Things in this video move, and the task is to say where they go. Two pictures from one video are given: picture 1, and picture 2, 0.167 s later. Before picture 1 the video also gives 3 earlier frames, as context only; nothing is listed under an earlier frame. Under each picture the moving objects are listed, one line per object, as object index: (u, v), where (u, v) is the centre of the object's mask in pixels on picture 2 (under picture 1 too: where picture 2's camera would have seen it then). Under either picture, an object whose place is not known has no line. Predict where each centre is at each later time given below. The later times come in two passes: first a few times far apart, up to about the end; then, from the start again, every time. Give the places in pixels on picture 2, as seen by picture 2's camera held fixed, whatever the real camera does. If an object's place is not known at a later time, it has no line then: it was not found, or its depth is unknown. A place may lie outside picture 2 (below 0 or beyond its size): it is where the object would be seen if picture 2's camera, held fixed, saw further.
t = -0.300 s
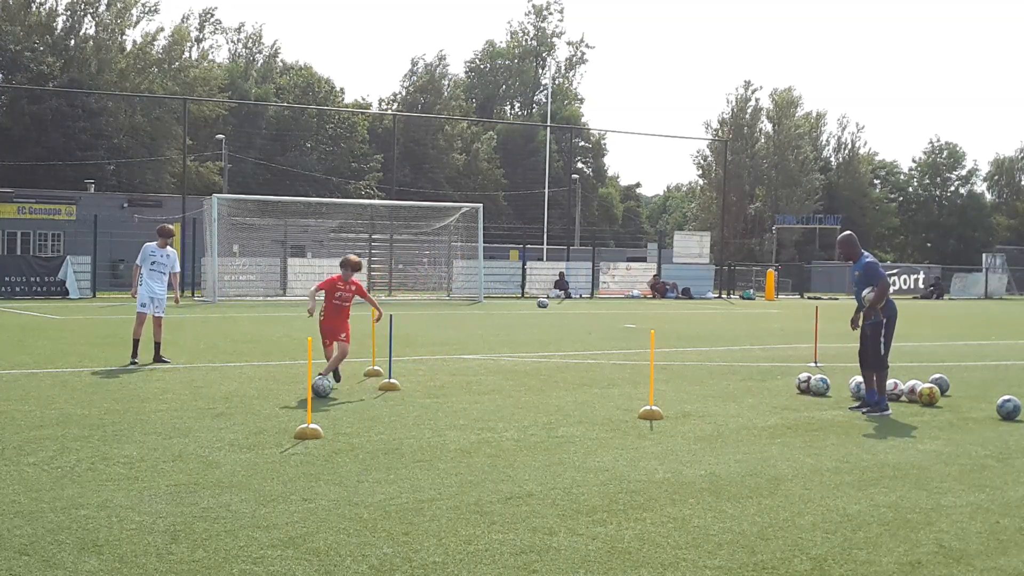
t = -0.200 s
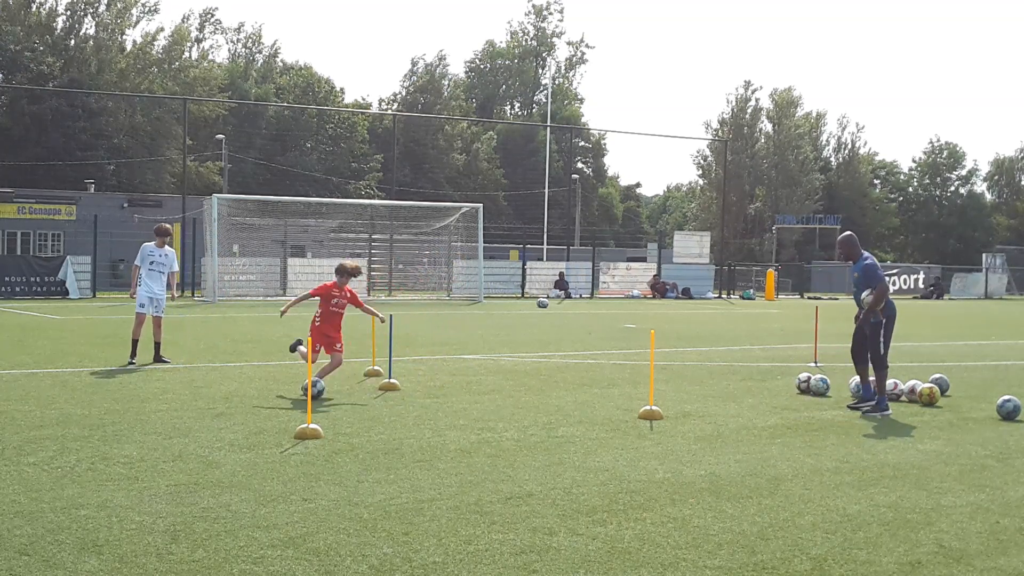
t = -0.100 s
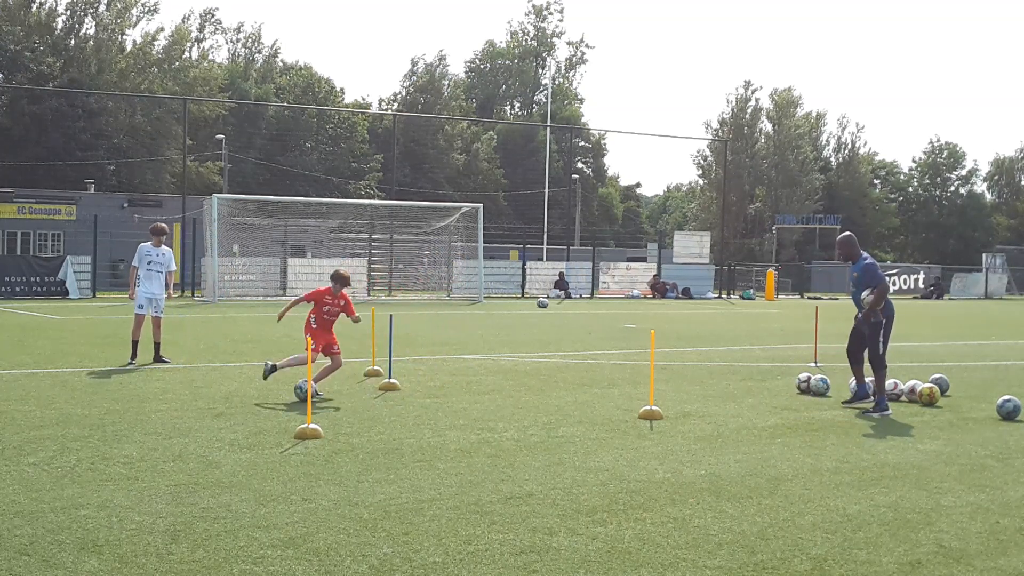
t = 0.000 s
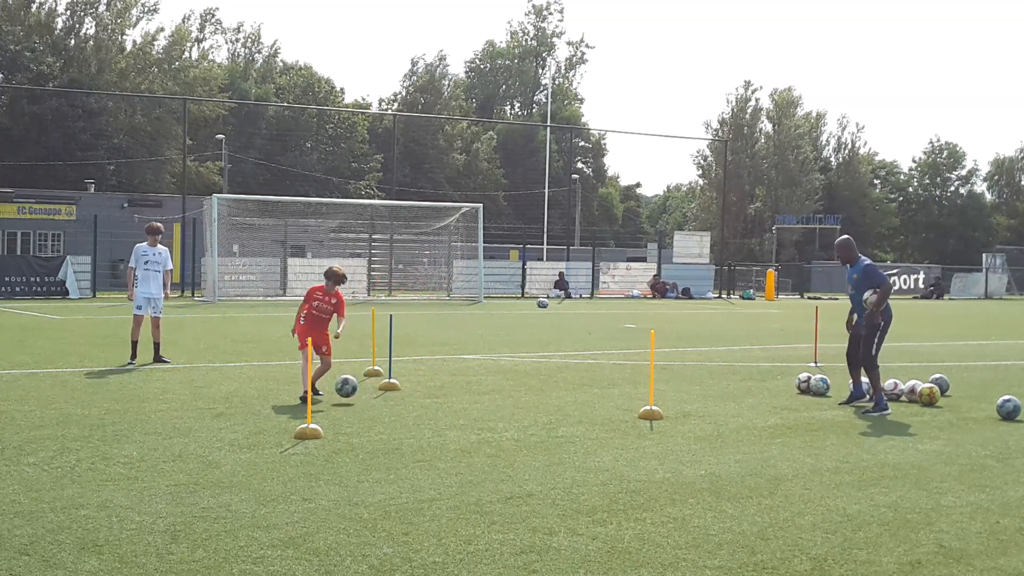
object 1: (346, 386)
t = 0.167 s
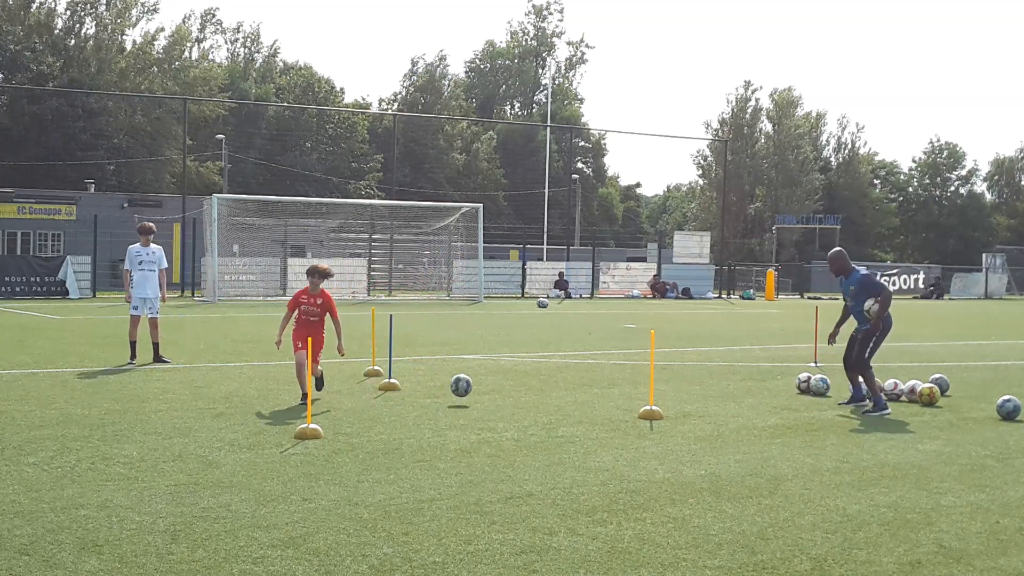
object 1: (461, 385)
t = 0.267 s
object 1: (526, 393)
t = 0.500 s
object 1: (648, 396)
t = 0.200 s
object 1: (484, 389)
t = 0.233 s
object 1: (507, 394)
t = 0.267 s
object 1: (526, 393)
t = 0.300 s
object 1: (544, 389)
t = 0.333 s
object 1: (561, 388)
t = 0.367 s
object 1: (579, 388)
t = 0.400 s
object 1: (596, 388)
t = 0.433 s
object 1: (614, 389)
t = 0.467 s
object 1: (631, 393)
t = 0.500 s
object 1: (648, 396)
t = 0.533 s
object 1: (666, 397)
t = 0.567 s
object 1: (684, 395)
